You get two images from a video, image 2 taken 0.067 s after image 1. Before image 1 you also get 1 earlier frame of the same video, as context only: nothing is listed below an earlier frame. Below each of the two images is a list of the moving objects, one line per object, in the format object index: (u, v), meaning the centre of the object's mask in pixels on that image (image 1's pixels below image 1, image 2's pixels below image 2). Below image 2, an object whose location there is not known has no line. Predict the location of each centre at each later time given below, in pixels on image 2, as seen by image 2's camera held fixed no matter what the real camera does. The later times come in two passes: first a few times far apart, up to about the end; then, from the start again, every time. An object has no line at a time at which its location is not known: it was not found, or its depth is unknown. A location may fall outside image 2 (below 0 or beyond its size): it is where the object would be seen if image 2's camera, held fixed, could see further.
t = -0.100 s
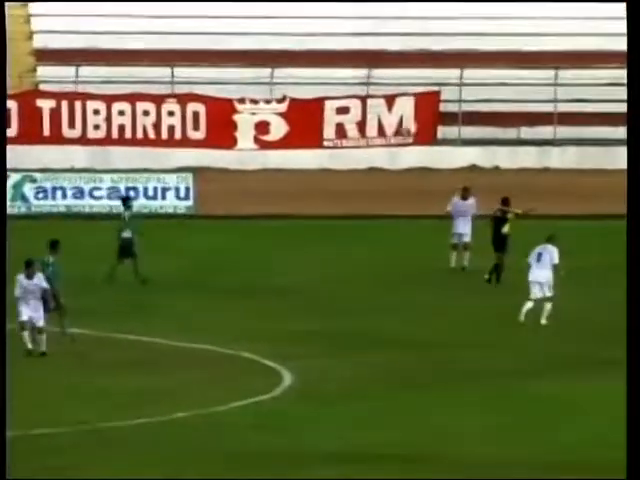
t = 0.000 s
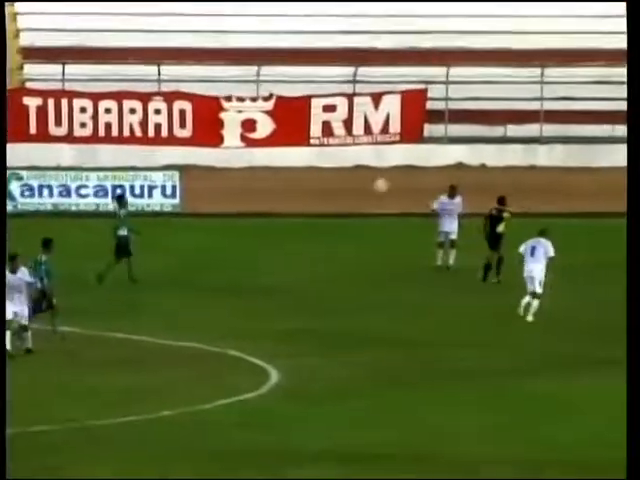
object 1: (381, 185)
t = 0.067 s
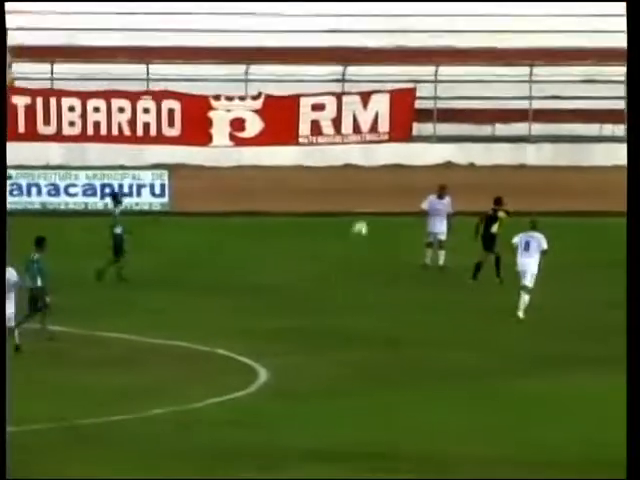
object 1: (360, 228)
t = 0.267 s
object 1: (332, 372)
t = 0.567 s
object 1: (313, 223)
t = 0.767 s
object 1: (299, 162)
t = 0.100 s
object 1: (355, 252)
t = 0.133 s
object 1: (351, 276)
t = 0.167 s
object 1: (345, 301)
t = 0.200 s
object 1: (341, 327)
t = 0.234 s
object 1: (337, 353)
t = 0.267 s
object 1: (332, 372)
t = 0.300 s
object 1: (331, 354)
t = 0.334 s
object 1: (328, 334)
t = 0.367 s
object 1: (326, 316)
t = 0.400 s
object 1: (324, 298)
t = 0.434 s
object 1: (322, 282)
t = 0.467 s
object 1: (320, 267)
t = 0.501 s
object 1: (317, 251)
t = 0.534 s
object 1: (315, 237)
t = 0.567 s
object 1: (313, 223)
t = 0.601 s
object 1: (312, 210)
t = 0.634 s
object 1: (308, 197)
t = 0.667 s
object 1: (307, 187)
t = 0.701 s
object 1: (306, 176)
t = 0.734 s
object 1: (305, 168)
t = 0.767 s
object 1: (299, 162)
